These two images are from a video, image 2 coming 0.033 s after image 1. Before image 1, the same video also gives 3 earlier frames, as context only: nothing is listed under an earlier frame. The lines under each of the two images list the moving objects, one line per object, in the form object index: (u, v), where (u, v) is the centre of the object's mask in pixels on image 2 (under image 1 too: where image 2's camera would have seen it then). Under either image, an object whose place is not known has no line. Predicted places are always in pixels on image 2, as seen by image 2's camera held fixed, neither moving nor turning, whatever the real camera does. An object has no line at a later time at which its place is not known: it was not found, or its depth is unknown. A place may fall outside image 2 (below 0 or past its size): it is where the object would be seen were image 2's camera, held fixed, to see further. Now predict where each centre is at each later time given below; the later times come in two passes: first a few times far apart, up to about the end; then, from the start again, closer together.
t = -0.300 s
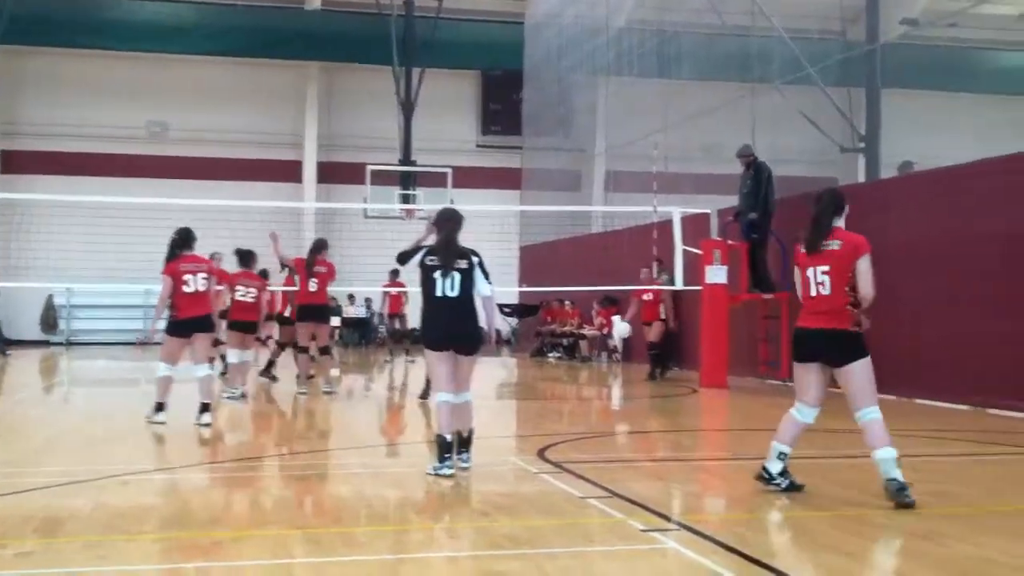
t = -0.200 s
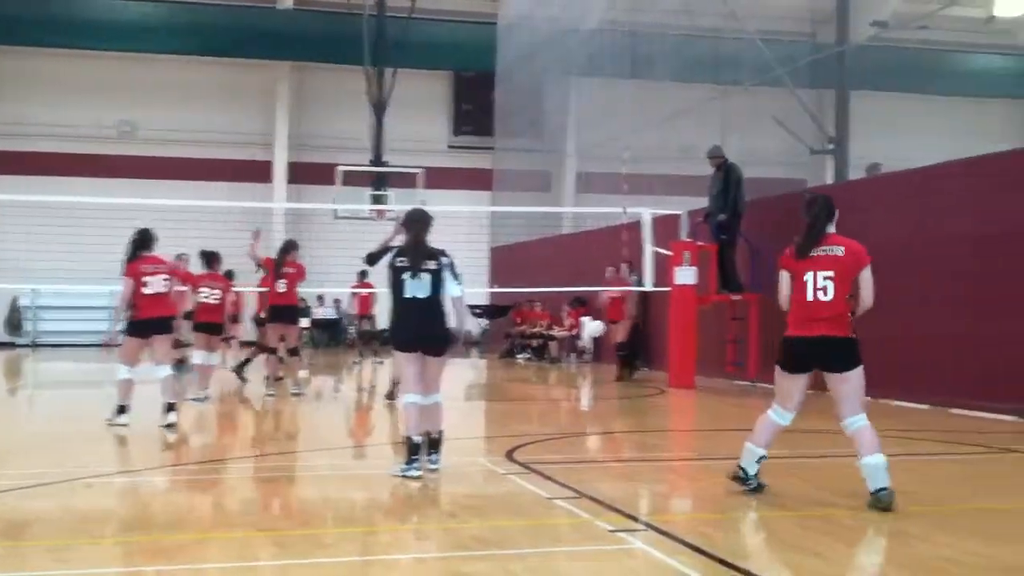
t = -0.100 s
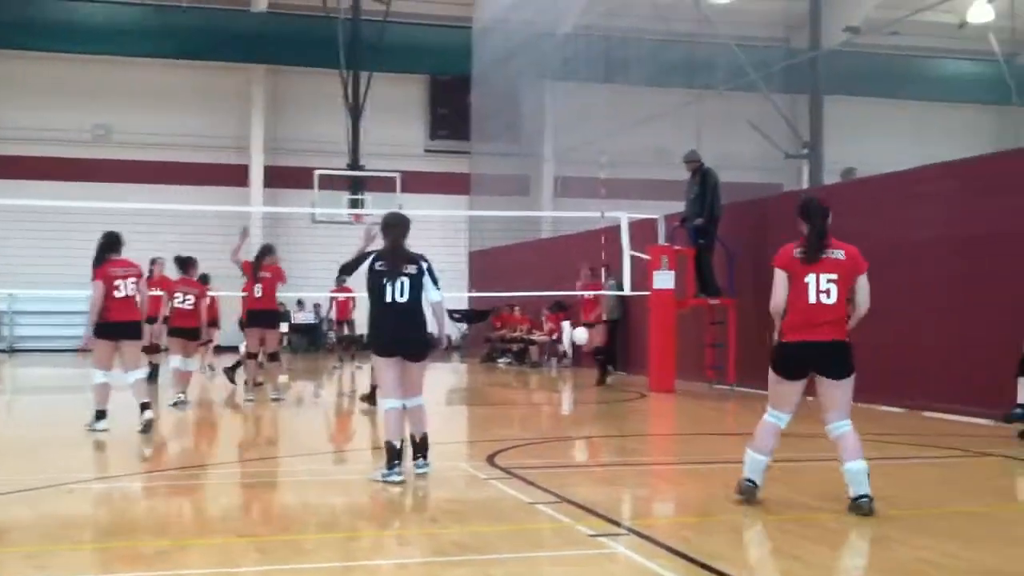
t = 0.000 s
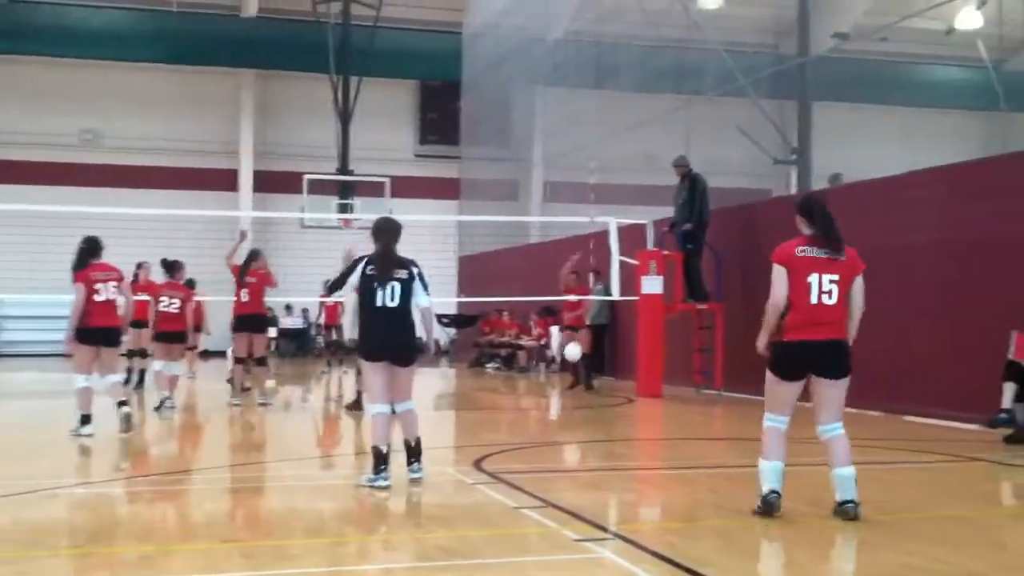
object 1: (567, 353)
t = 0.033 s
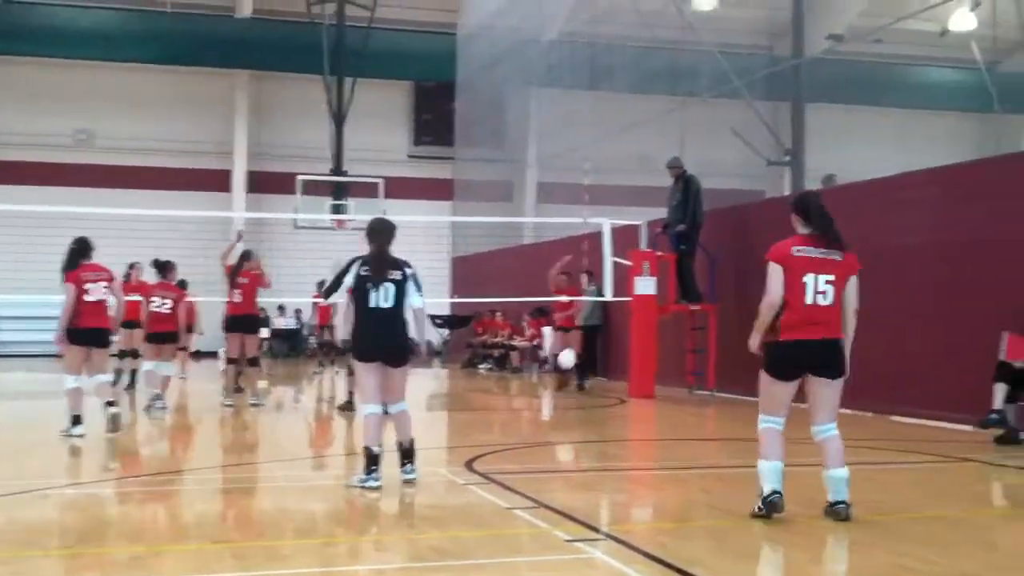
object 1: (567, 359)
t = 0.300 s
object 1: (581, 381)
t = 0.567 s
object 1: (600, 370)
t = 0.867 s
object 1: (626, 418)
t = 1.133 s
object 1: (660, 412)
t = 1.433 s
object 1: (710, 446)
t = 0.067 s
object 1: (569, 366)
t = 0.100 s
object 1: (571, 375)
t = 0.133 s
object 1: (573, 383)
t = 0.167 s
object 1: (574, 395)
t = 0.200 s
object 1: (575, 401)
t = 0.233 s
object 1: (577, 395)
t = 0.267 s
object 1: (579, 387)
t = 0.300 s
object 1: (581, 381)
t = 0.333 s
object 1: (583, 376)
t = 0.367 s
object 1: (585, 372)
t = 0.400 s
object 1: (588, 369)
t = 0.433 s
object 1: (590, 367)
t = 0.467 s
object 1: (593, 366)
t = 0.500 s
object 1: (596, 366)
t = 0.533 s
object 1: (598, 367)
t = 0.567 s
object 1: (600, 370)
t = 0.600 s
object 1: (602, 374)
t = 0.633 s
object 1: (605, 380)
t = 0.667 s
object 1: (608, 387)
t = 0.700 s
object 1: (611, 395)
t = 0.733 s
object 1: (614, 406)
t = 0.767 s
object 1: (618, 418)
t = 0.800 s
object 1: (620, 428)
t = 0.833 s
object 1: (622, 424)
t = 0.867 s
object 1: (626, 418)
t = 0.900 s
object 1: (630, 410)
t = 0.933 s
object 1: (635, 407)
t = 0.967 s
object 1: (638, 403)
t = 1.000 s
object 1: (641, 402)
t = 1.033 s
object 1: (646, 402)
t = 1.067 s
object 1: (650, 404)
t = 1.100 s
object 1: (655, 406)
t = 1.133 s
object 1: (660, 412)
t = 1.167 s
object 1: (664, 419)
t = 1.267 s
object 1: (678, 452)
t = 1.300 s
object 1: (684, 465)
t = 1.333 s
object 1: (690, 459)
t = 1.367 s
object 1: (698, 454)
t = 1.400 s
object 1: (702, 448)
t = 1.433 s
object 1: (710, 446)
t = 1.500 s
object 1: (722, 444)
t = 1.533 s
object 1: (729, 448)
